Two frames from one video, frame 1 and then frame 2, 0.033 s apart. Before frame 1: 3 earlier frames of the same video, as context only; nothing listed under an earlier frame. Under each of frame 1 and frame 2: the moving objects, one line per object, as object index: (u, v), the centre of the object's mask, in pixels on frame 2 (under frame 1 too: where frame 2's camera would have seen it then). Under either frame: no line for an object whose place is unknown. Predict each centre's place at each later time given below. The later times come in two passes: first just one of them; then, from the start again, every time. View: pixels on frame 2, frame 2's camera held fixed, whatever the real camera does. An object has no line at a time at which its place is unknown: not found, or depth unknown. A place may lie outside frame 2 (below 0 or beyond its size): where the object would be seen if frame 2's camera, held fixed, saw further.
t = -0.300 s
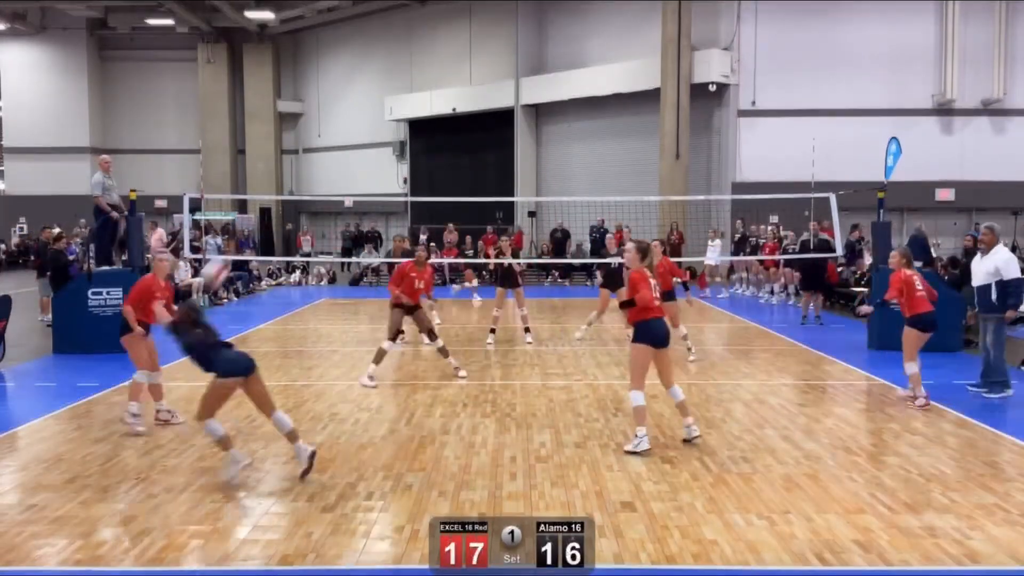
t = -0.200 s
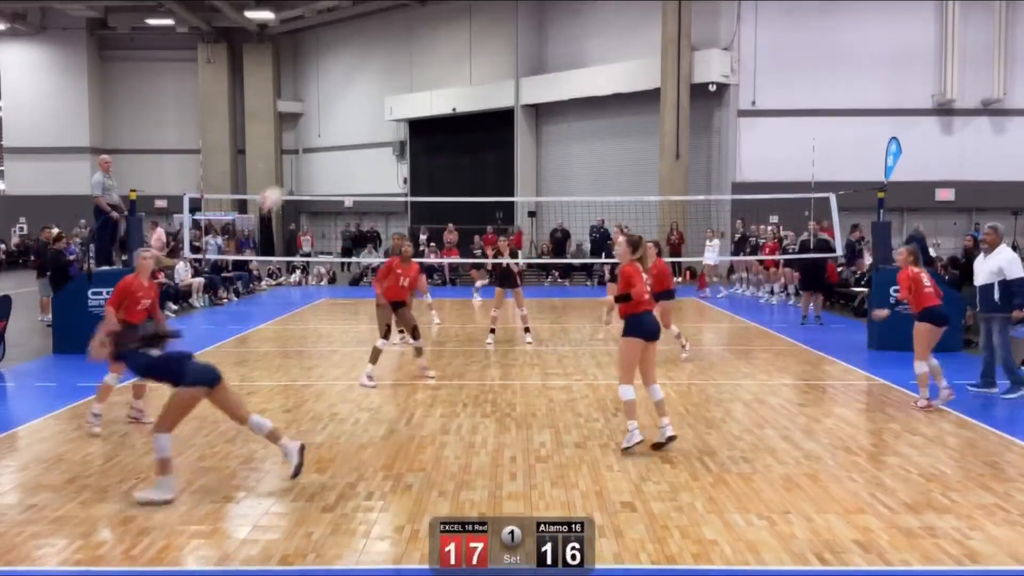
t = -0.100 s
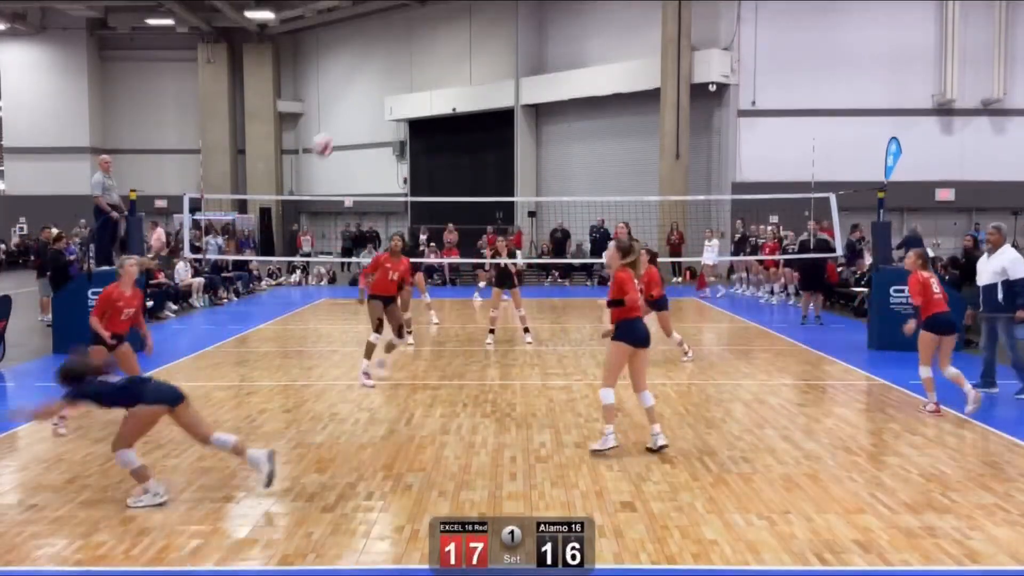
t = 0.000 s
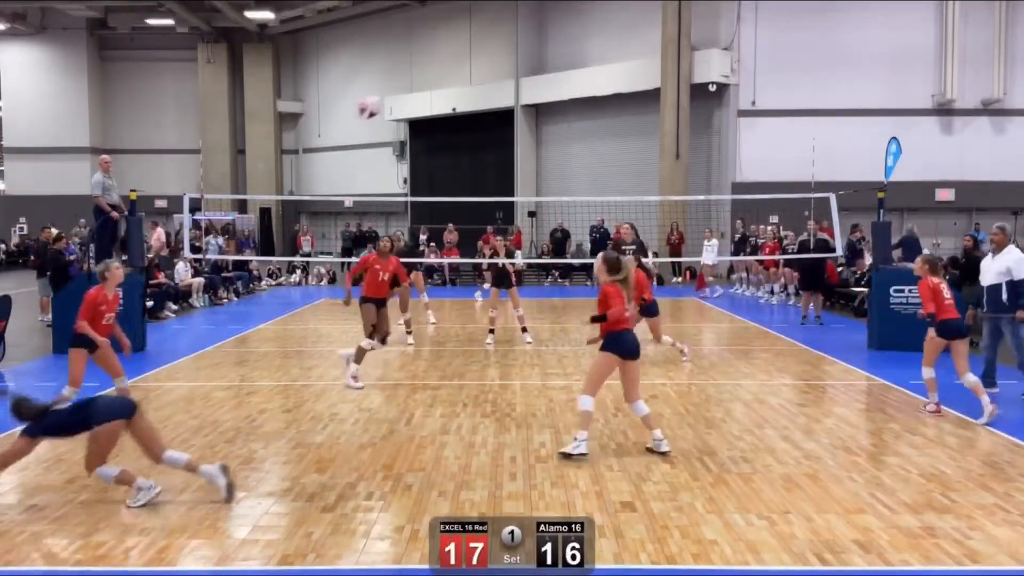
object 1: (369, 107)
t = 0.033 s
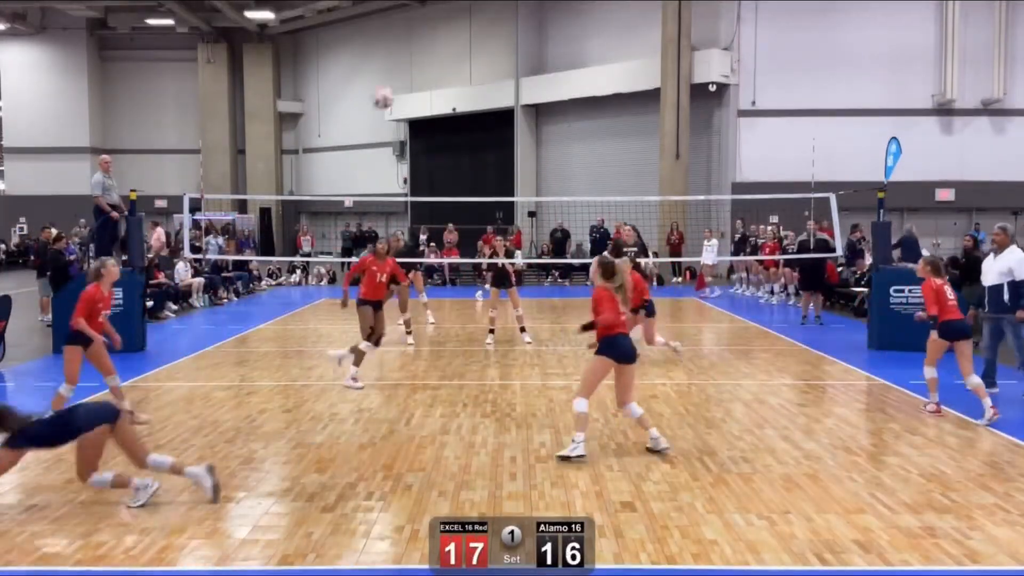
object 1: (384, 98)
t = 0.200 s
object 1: (448, 70)
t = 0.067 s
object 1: (396, 90)
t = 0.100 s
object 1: (408, 81)
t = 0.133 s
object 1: (423, 77)
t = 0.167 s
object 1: (435, 73)
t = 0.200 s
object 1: (448, 70)
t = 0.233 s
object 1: (459, 67)
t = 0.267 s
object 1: (469, 66)
